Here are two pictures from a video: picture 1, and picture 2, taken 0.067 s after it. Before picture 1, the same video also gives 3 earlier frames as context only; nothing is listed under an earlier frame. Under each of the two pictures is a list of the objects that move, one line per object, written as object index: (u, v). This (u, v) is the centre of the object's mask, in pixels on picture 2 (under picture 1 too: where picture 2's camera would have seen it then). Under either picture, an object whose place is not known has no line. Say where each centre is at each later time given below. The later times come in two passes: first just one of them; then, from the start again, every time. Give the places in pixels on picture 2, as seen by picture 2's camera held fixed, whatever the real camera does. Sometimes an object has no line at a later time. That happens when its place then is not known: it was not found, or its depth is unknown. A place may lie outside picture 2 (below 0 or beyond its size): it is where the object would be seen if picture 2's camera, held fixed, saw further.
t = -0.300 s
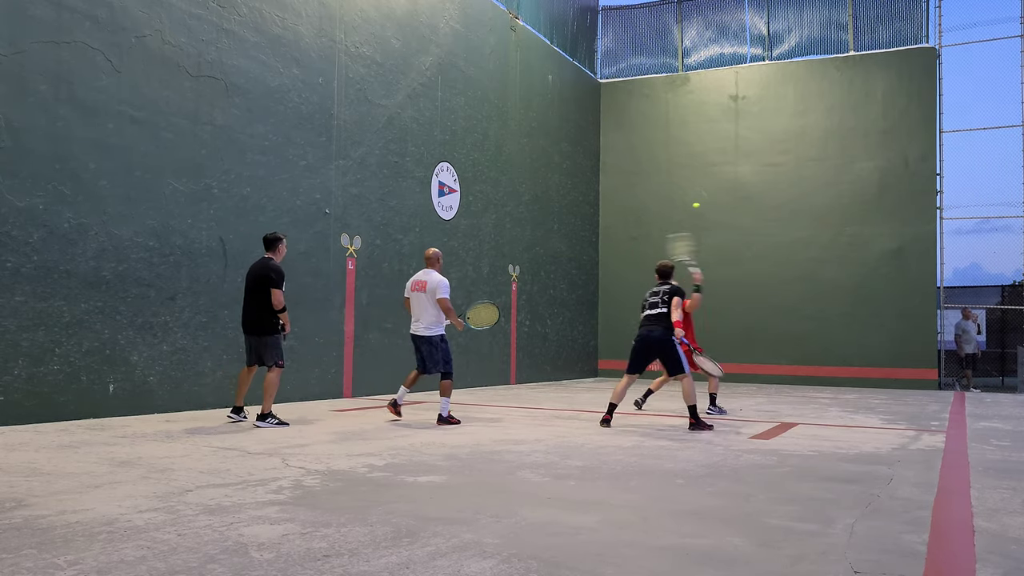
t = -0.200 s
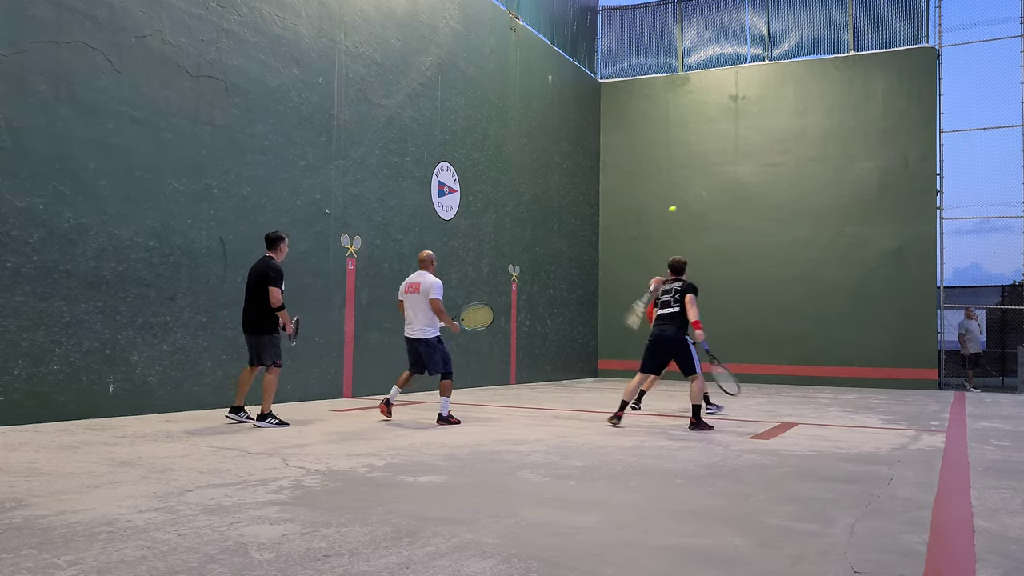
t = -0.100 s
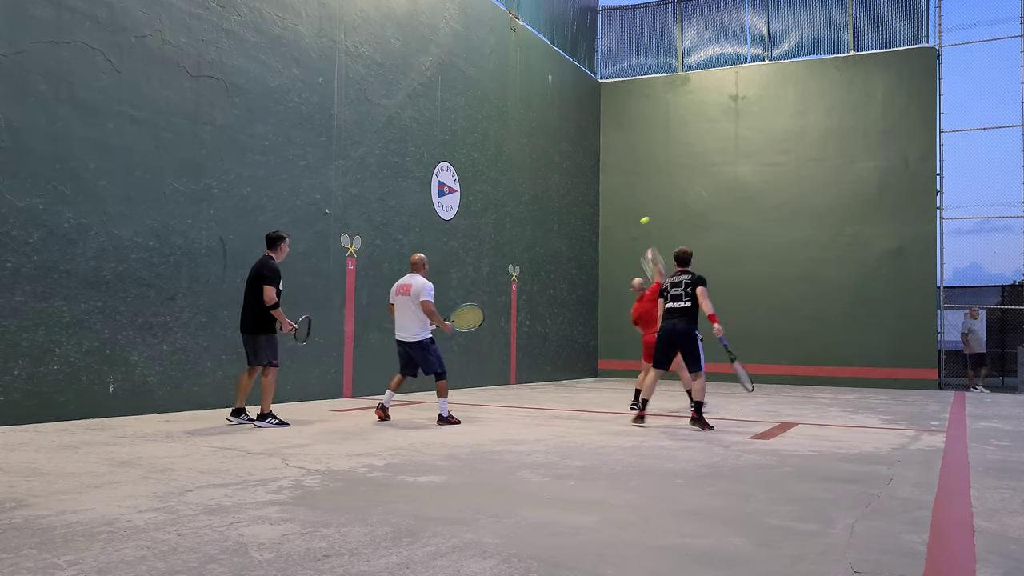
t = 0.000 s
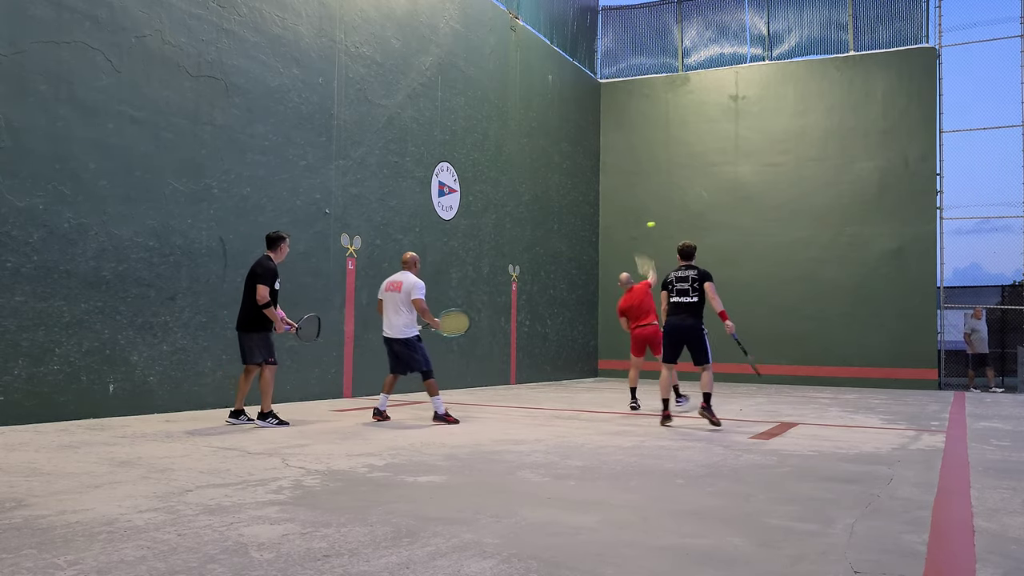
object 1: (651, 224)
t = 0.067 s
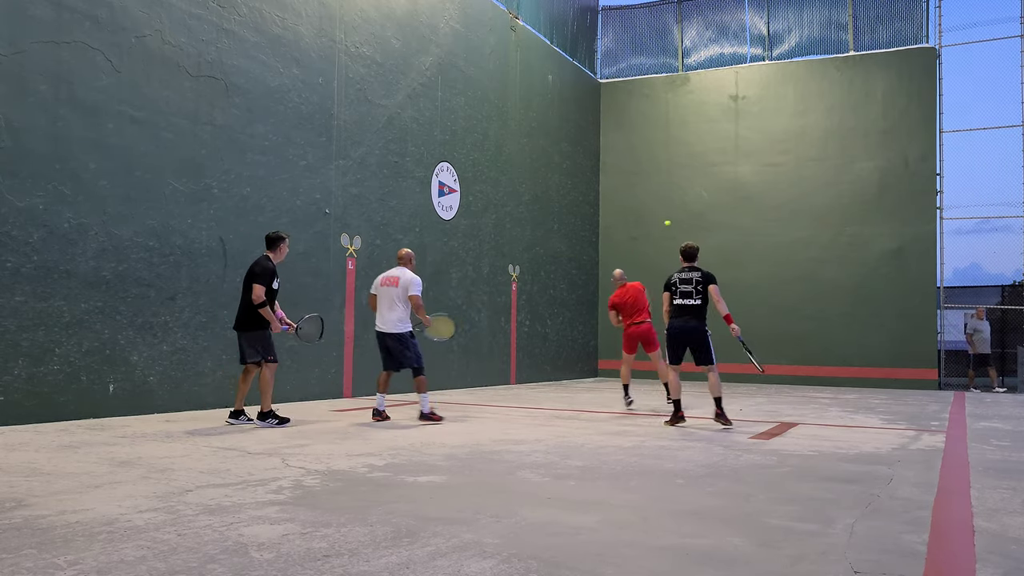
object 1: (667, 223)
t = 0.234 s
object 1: (688, 227)
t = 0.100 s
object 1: (674, 223)
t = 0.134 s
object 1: (679, 224)
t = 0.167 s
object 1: (683, 225)
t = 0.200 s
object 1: (687, 226)
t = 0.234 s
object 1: (688, 227)
